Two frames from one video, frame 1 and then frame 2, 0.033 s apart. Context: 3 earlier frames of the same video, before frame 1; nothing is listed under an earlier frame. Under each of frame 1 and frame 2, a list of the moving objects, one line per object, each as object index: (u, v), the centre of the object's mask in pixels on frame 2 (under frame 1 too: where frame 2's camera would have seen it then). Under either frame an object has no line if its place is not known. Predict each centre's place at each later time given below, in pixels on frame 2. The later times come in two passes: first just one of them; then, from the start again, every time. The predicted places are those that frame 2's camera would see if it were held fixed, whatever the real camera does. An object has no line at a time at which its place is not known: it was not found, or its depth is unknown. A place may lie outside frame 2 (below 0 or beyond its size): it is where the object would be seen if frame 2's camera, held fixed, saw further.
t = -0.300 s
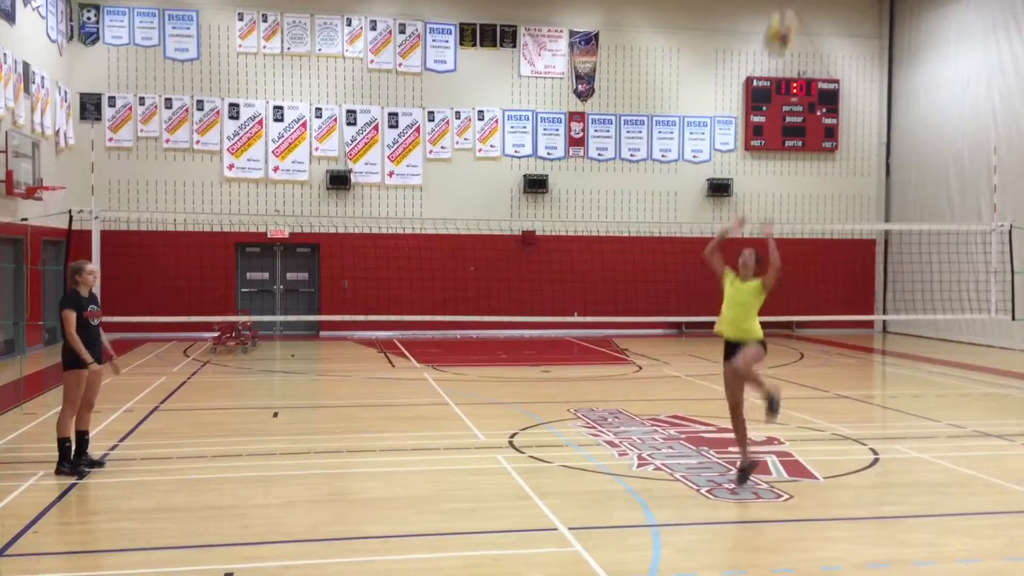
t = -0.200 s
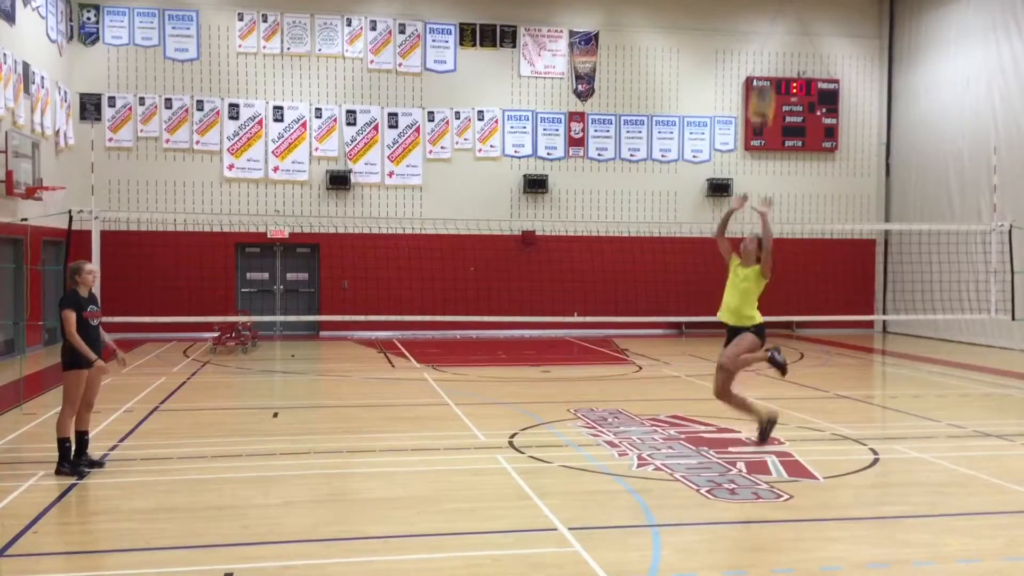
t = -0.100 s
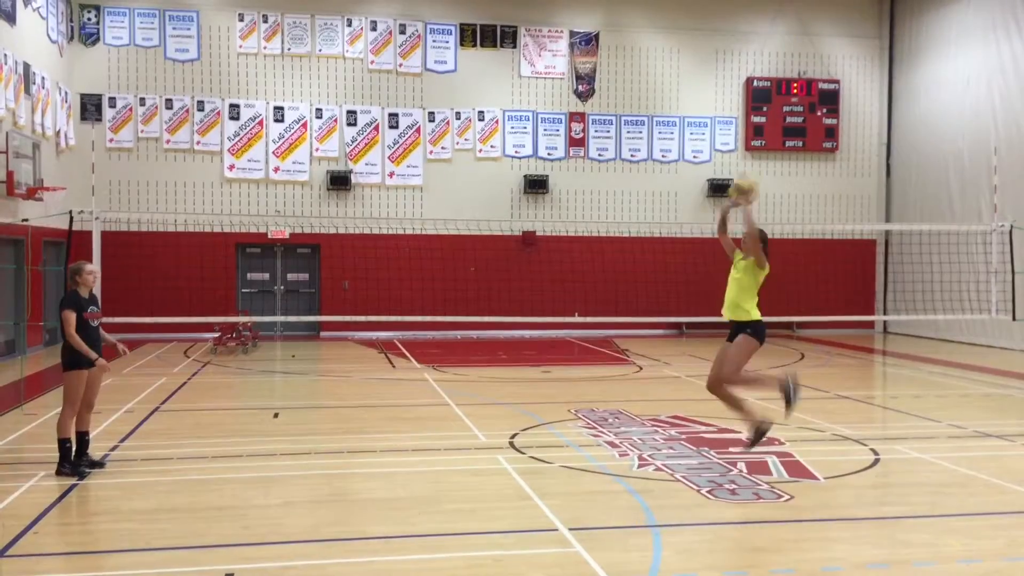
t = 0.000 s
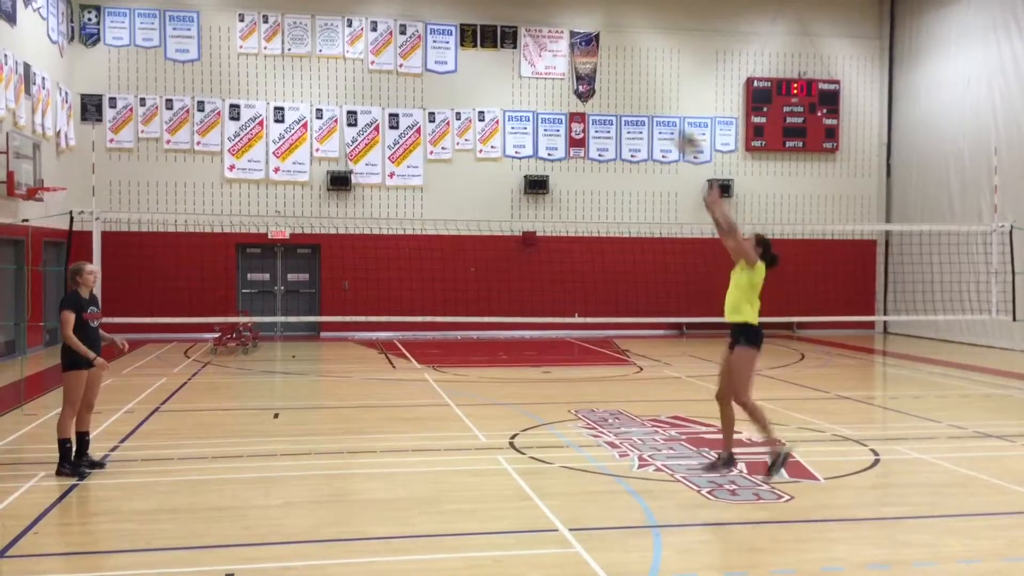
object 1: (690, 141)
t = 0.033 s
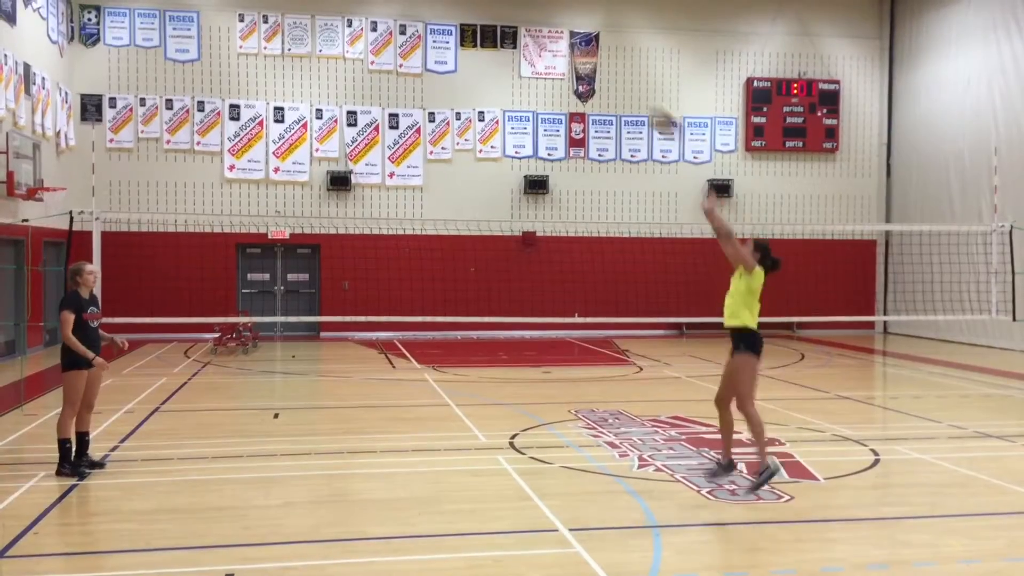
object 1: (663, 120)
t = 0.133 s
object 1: (601, 72)
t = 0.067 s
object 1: (642, 101)
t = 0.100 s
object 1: (622, 86)
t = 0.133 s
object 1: (601, 72)
